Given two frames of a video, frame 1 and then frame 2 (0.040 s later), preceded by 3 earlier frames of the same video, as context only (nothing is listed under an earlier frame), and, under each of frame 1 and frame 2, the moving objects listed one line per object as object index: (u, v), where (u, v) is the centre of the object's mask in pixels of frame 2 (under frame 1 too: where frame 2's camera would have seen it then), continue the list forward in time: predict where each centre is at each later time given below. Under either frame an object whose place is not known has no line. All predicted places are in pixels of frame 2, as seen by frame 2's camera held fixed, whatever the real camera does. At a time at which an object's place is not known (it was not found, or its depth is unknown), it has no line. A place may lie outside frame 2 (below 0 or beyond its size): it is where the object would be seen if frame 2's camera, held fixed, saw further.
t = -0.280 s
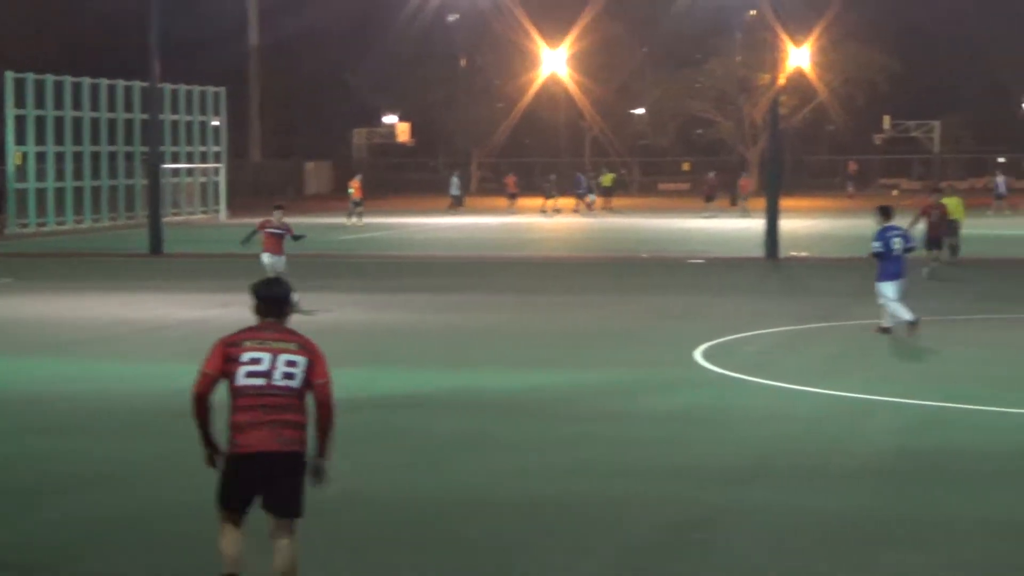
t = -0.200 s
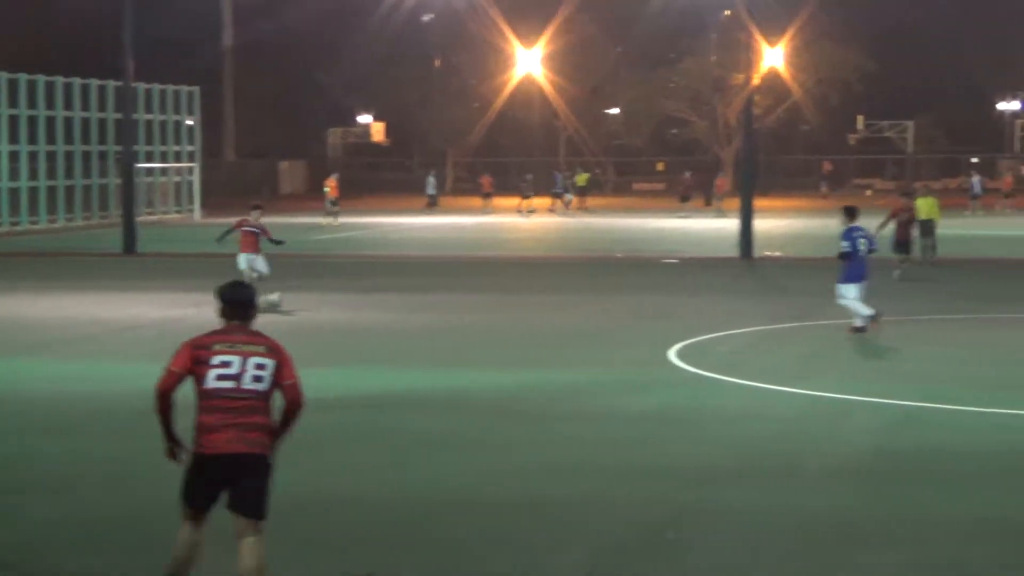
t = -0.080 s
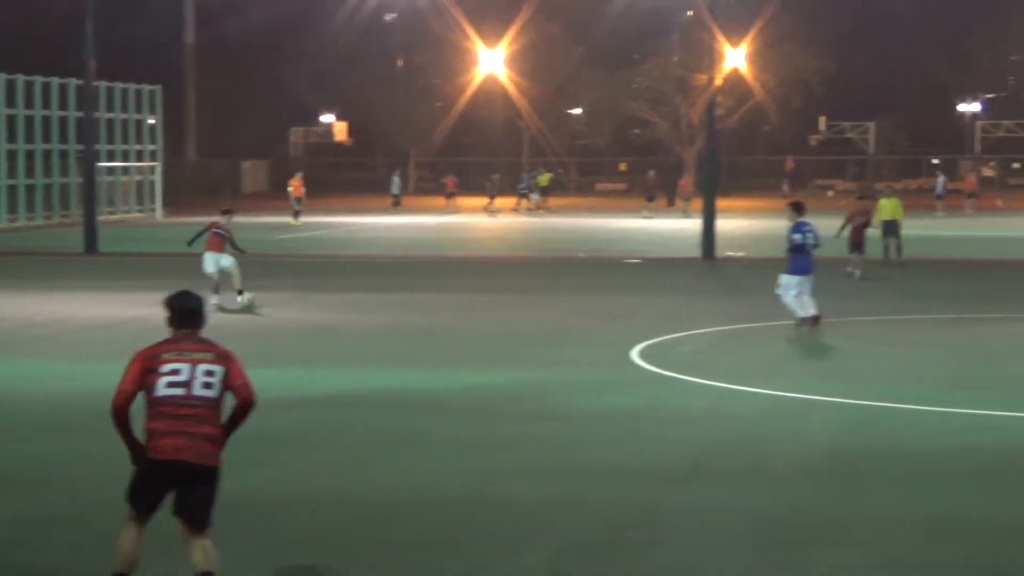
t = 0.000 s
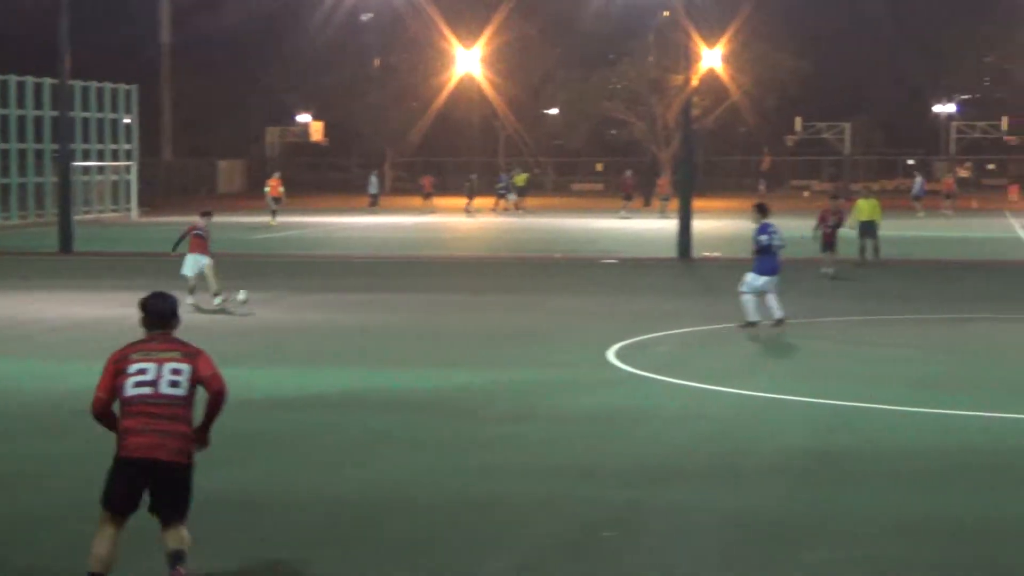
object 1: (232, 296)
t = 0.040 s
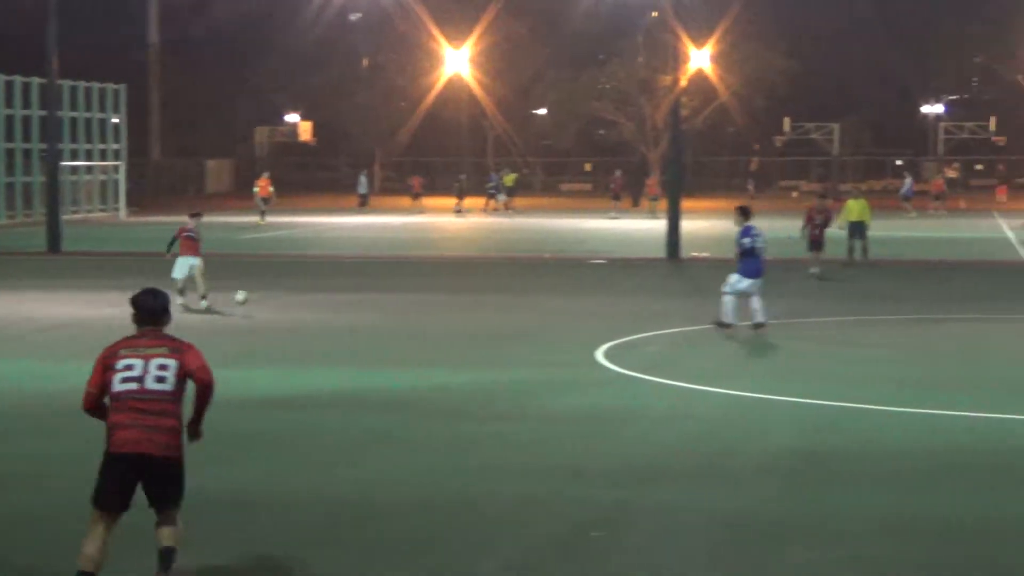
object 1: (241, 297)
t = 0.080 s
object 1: (249, 299)
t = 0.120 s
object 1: (258, 301)
